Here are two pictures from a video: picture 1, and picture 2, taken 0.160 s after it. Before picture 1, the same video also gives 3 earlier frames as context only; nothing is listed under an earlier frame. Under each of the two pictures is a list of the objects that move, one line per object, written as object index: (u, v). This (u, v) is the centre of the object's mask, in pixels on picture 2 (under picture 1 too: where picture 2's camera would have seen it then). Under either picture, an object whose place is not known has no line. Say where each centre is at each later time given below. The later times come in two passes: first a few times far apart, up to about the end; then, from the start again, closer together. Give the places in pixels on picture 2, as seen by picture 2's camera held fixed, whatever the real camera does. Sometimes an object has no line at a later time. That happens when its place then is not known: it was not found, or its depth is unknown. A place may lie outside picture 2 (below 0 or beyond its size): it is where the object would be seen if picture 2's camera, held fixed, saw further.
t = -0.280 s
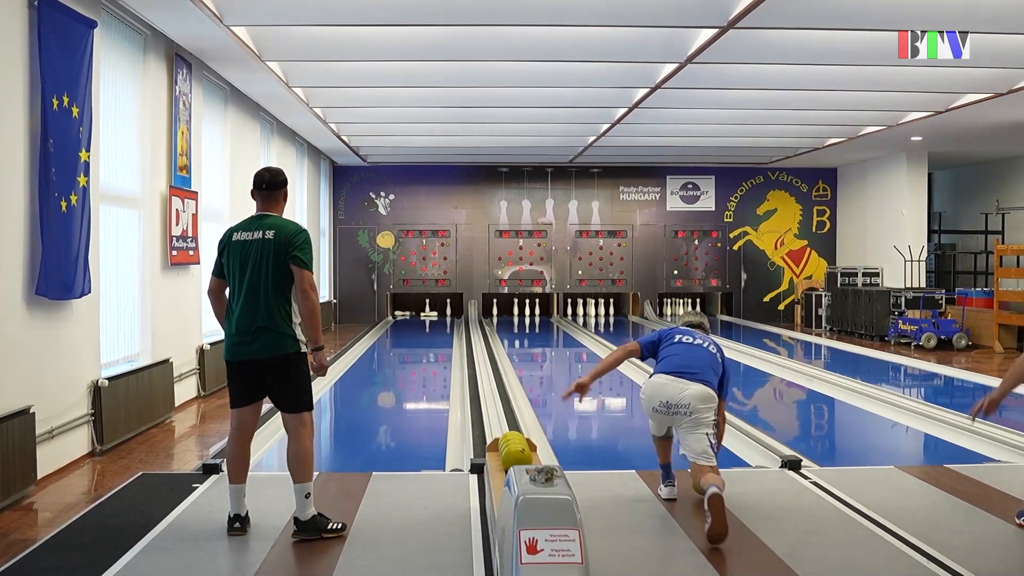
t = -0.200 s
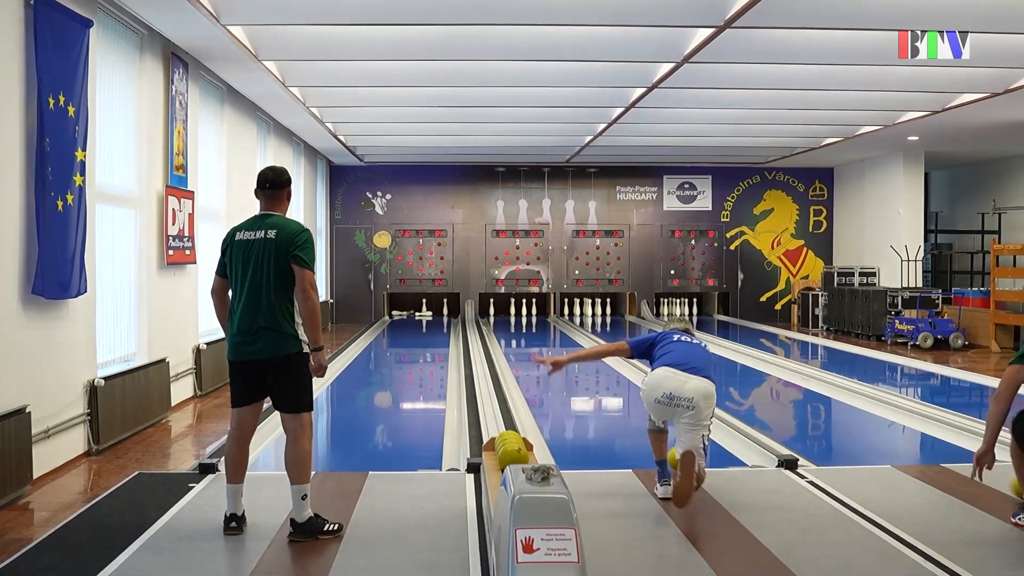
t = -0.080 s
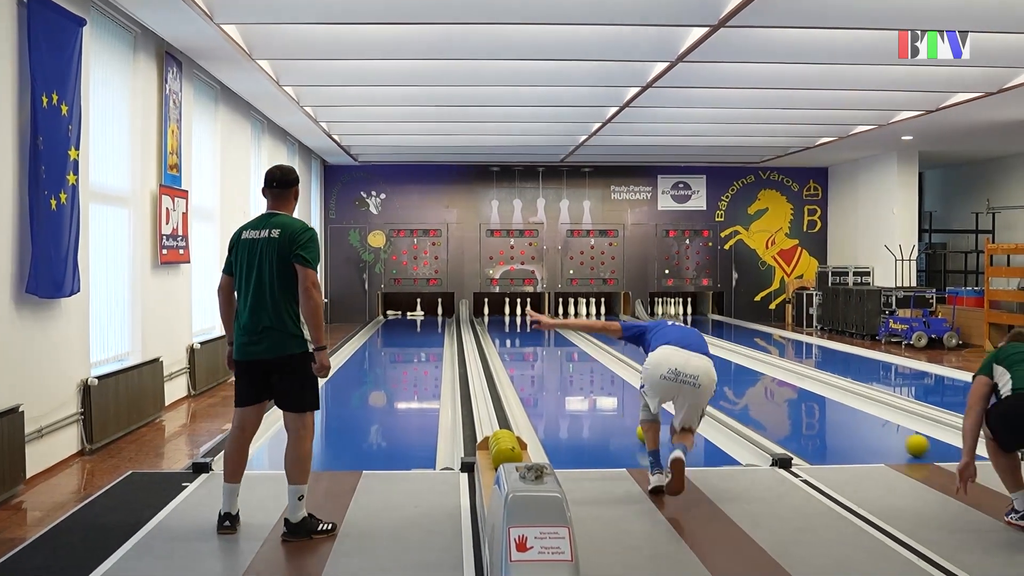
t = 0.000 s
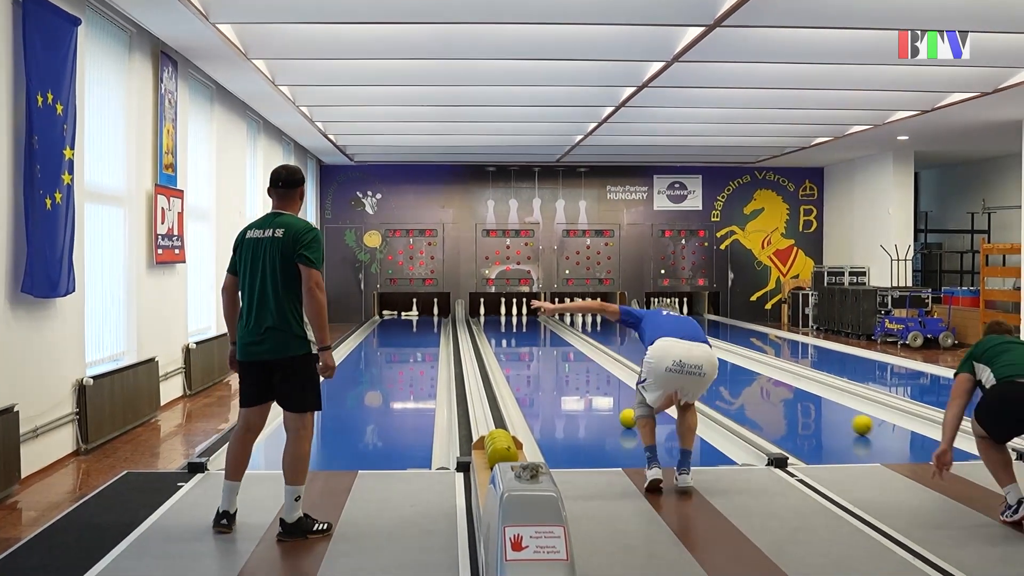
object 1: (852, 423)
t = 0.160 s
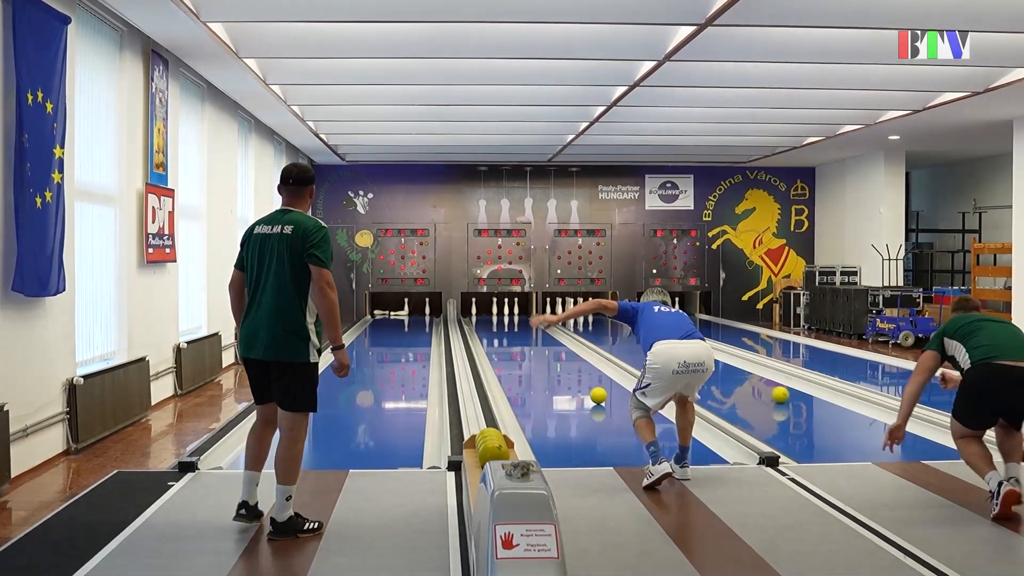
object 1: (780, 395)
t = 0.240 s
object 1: (752, 384)
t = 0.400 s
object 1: (710, 366)
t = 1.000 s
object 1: (615, 328)
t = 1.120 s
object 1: (610, 327)
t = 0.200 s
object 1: (765, 389)
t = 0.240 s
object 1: (752, 384)
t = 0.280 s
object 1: (740, 378)
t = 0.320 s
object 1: (729, 374)
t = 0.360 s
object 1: (719, 370)
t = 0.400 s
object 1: (710, 366)
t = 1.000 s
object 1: (615, 328)
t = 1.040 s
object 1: (612, 328)
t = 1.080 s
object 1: (612, 329)
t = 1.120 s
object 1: (610, 327)
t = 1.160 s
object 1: (607, 325)
